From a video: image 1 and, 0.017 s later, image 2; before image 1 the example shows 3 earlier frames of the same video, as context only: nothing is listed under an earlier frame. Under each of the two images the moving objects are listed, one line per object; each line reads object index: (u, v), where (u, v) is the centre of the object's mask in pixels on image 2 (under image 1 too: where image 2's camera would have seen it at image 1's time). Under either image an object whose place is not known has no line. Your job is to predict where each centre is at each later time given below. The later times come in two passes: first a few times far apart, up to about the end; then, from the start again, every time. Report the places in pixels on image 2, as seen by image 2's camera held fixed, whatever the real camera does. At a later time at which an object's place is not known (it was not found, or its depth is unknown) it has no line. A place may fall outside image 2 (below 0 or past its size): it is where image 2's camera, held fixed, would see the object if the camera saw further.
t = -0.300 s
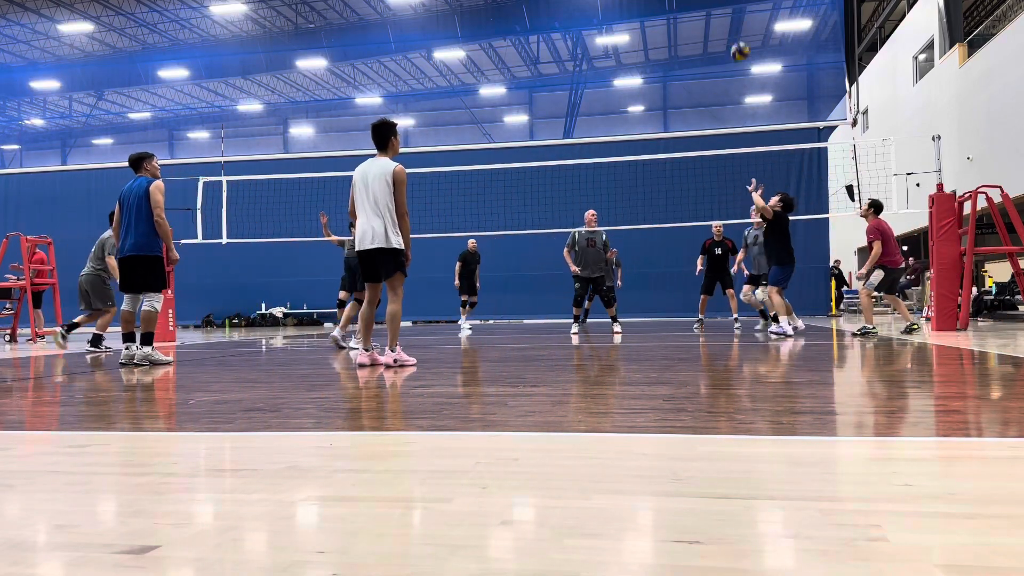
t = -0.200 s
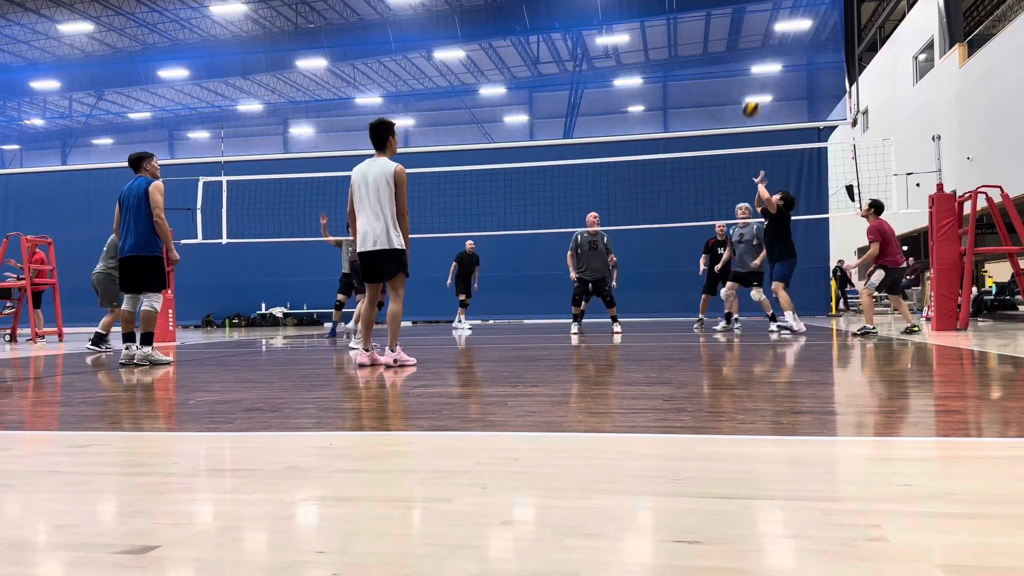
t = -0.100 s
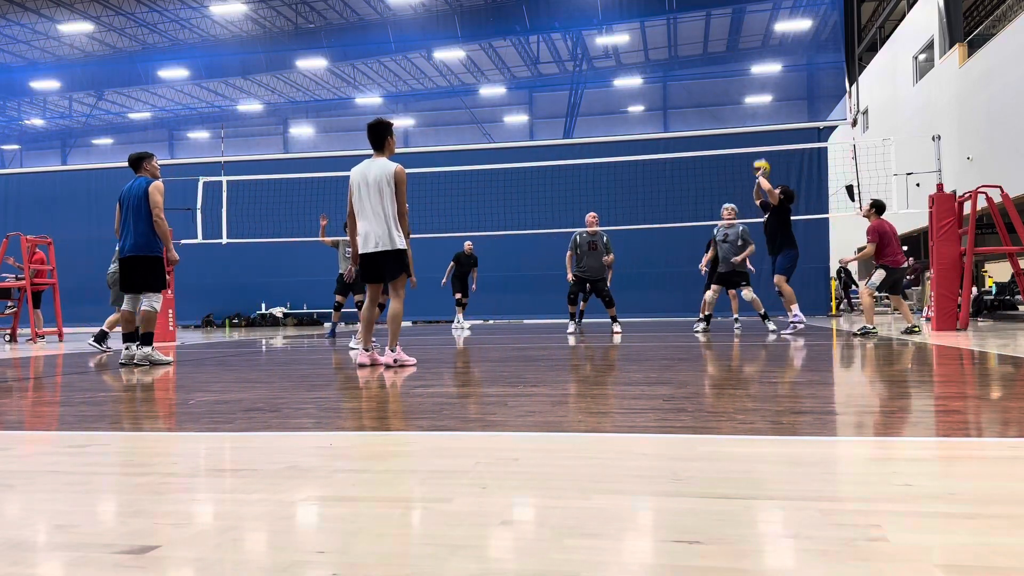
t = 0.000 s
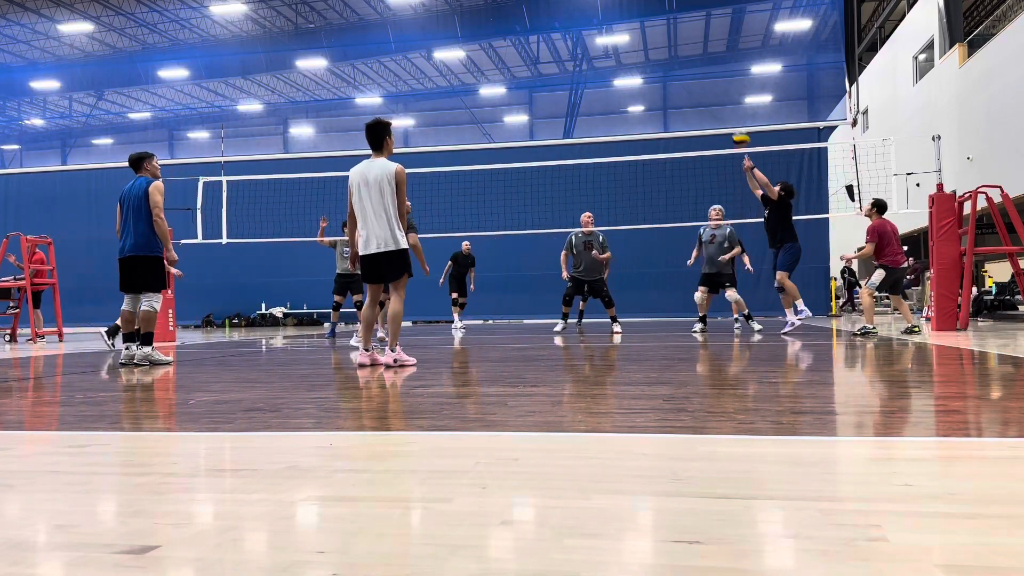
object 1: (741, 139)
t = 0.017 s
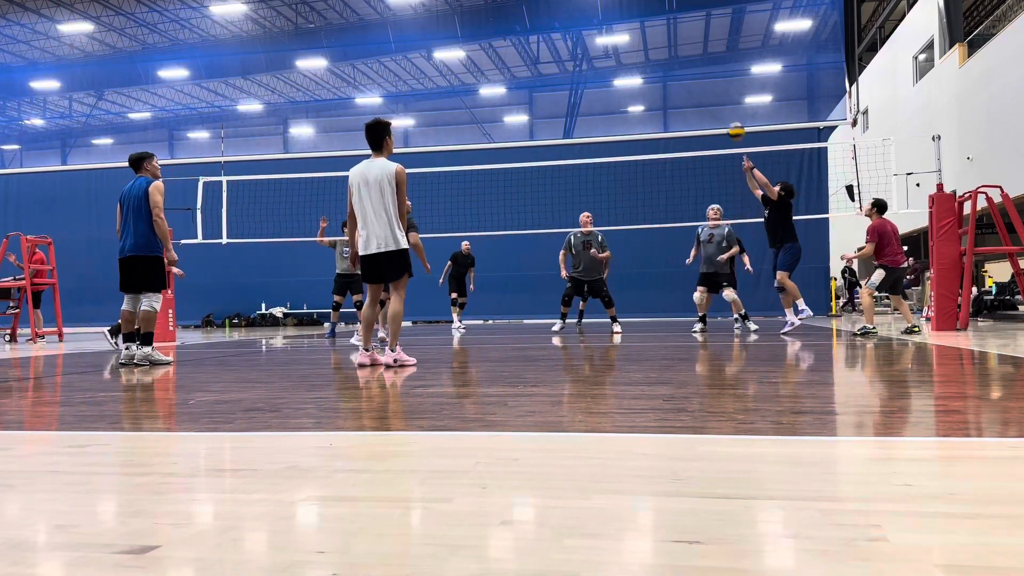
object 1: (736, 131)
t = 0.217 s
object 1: (680, 66)
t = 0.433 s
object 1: (624, 36)
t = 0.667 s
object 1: (568, 43)
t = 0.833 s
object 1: (531, 73)
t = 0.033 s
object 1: (731, 124)
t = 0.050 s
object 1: (726, 117)
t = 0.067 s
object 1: (721, 111)
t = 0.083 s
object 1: (717, 105)
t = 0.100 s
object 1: (712, 100)
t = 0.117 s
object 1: (708, 94)
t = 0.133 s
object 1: (703, 89)
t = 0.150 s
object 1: (698, 84)
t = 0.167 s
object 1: (694, 79)
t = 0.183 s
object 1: (690, 75)
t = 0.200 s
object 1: (685, 71)
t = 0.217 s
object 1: (680, 66)
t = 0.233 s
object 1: (676, 63)
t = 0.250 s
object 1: (671, 59)
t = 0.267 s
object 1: (666, 56)
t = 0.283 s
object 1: (662, 53)
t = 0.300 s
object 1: (657, 50)
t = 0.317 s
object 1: (653, 48)
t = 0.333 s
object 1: (649, 46)
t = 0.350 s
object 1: (645, 43)
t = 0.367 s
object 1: (640, 42)
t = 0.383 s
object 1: (636, 40)
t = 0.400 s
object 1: (632, 38)
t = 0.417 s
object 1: (628, 37)
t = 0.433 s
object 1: (624, 36)
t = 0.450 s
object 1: (620, 35)
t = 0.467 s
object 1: (615, 34)
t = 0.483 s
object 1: (611, 34)
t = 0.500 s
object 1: (607, 34)
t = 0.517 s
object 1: (604, 34)
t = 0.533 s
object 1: (599, 34)
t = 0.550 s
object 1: (595, 34)
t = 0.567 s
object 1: (592, 35)
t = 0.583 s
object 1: (588, 36)
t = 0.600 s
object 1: (584, 37)
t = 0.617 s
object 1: (580, 38)
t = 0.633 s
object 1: (576, 40)
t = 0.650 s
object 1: (572, 42)
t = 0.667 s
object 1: (568, 43)
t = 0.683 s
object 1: (564, 45)
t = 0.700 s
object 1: (560, 48)
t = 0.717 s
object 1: (557, 50)
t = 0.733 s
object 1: (553, 52)
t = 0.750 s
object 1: (549, 56)
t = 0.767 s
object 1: (545, 59)
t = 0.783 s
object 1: (542, 62)
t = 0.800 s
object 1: (538, 66)
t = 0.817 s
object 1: (534, 69)
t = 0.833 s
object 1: (531, 73)
